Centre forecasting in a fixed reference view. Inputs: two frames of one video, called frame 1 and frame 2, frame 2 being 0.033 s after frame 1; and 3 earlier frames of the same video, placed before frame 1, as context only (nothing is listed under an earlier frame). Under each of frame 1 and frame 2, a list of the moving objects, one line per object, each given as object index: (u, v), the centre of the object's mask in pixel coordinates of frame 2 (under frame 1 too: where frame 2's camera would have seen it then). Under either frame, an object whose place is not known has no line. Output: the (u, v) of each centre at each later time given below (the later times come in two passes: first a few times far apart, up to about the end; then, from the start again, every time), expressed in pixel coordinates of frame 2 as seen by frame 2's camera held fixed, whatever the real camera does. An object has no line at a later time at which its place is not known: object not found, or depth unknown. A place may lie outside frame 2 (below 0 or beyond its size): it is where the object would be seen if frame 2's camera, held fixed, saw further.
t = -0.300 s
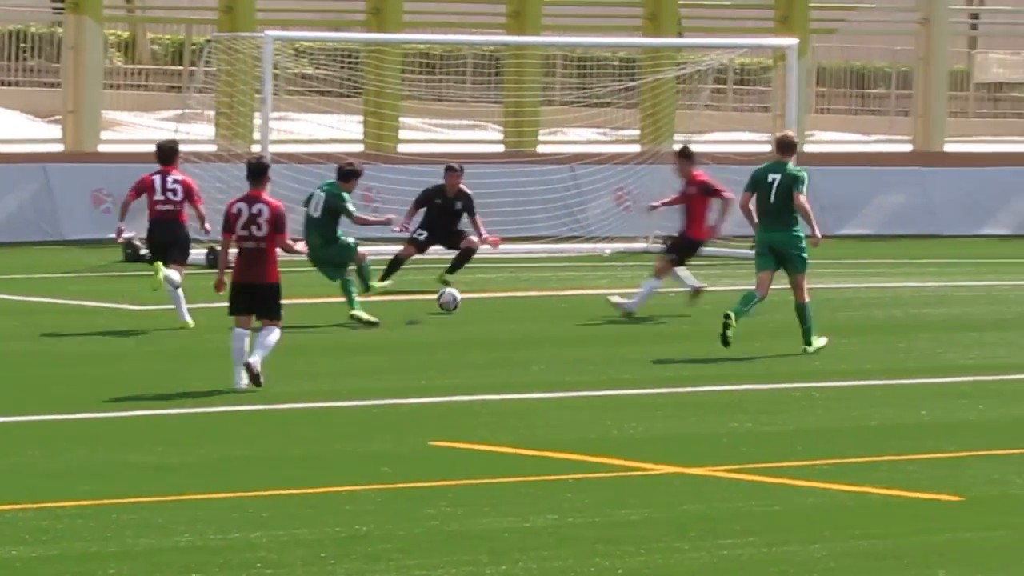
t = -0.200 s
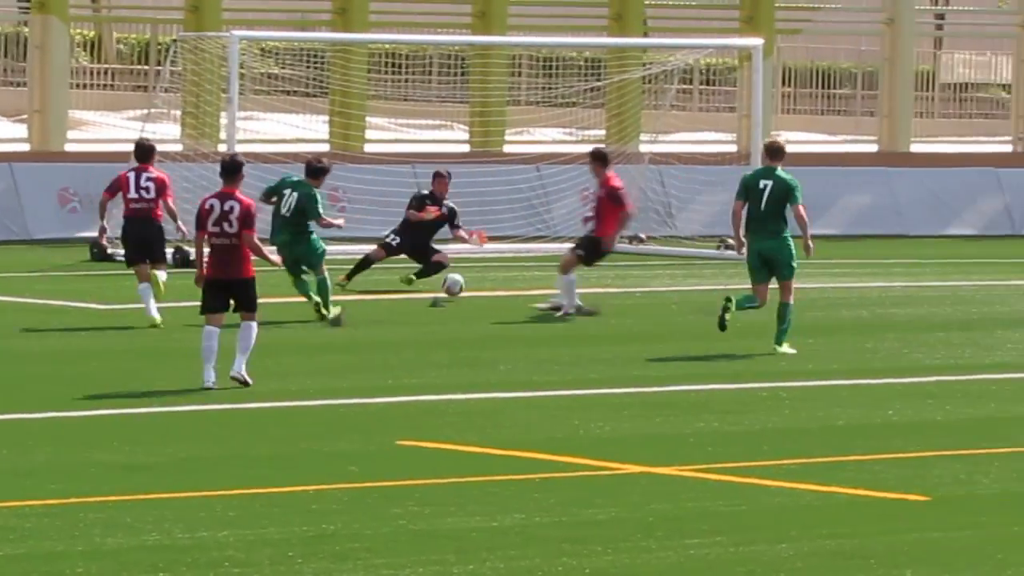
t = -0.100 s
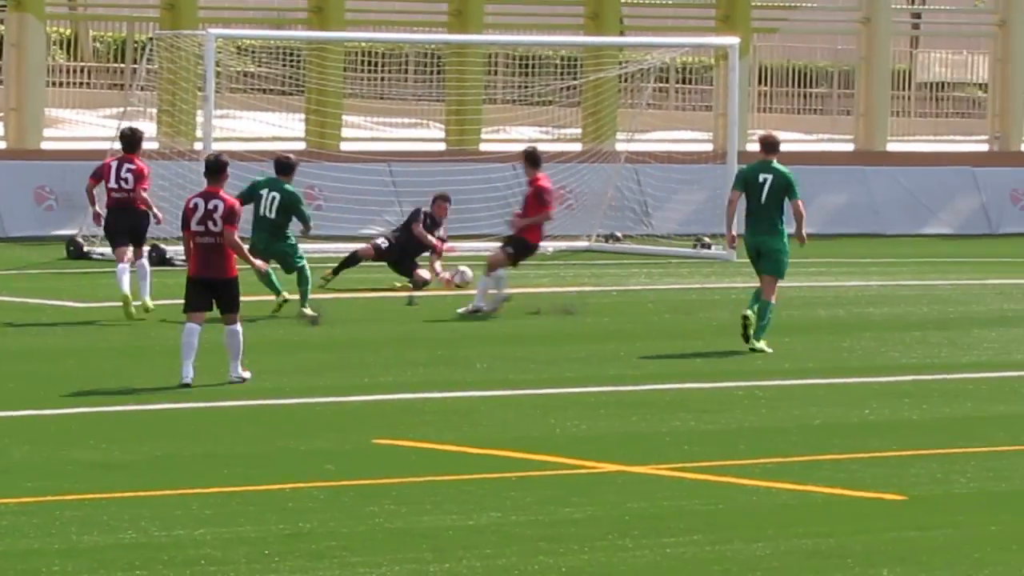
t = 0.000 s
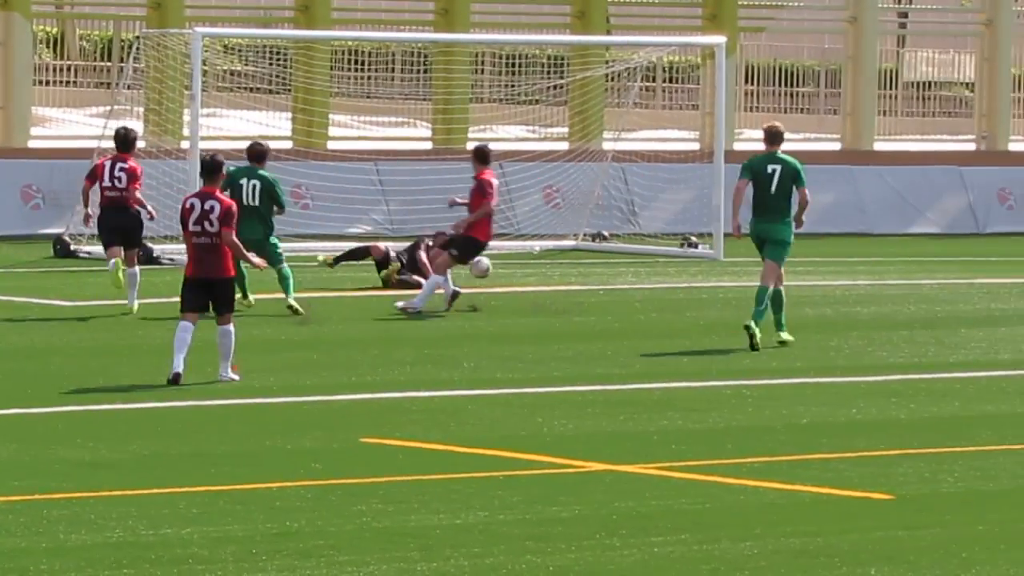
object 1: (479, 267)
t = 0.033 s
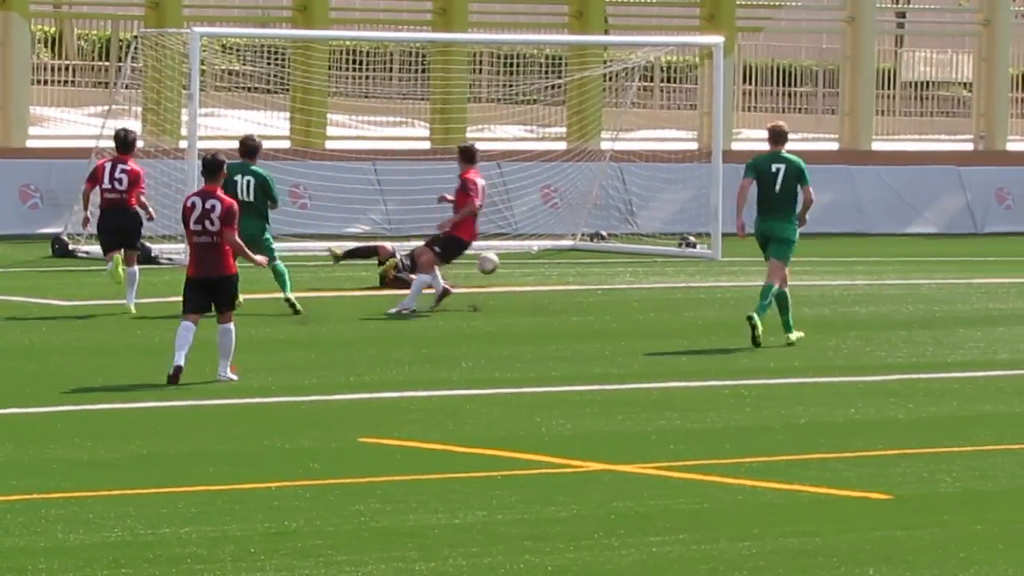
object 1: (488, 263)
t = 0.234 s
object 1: (540, 266)
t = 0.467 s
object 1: (601, 260)
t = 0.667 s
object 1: (647, 258)
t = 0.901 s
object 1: (695, 257)
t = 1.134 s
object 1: (740, 257)
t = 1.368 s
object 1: (782, 257)
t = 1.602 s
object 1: (821, 255)
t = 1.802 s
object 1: (850, 255)
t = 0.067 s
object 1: (497, 262)
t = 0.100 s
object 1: (505, 261)
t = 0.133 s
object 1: (514, 260)
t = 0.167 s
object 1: (522, 261)
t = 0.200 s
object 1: (532, 263)
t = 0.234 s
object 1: (540, 266)
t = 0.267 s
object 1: (548, 271)
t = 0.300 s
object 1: (557, 270)
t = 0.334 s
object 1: (566, 266)
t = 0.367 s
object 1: (576, 262)
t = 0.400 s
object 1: (585, 260)
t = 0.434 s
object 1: (593, 259)
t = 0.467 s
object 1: (601, 260)
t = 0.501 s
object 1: (609, 261)
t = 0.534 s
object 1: (617, 265)
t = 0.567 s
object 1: (625, 267)
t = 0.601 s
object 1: (632, 264)
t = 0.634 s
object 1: (640, 261)
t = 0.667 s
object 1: (647, 258)
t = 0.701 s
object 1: (655, 256)
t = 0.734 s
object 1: (662, 257)
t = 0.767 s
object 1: (669, 257)
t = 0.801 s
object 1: (676, 260)
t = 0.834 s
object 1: (682, 263)
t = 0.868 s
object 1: (689, 259)
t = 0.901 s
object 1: (695, 257)
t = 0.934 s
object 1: (702, 255)
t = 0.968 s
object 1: (709, 255)
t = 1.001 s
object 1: (715, 256)
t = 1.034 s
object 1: (721, 257)
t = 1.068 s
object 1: (728, 260)
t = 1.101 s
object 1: (733, 259)
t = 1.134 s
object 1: (740, 257)
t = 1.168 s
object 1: (747, 254)
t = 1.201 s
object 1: (753, 254)
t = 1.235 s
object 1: (758, 255)
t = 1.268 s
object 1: (765, 256)
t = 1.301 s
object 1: (771, 259)
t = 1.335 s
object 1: (777, 258)
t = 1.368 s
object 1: (782, 257)
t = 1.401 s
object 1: (788, 256)
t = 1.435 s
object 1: (793, 256)
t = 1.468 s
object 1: (799, 258)
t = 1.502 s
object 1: (804, 257)
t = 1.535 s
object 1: (810, 255)
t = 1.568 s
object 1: (815, 254)
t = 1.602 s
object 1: (821, 255)
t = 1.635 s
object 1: (825, 256)
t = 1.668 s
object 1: (831, 257)
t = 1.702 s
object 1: (835, 256)
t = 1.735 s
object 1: (840, 256)
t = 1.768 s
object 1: (844, 255)
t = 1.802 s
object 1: (850, 255)
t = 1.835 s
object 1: (857, 255)
